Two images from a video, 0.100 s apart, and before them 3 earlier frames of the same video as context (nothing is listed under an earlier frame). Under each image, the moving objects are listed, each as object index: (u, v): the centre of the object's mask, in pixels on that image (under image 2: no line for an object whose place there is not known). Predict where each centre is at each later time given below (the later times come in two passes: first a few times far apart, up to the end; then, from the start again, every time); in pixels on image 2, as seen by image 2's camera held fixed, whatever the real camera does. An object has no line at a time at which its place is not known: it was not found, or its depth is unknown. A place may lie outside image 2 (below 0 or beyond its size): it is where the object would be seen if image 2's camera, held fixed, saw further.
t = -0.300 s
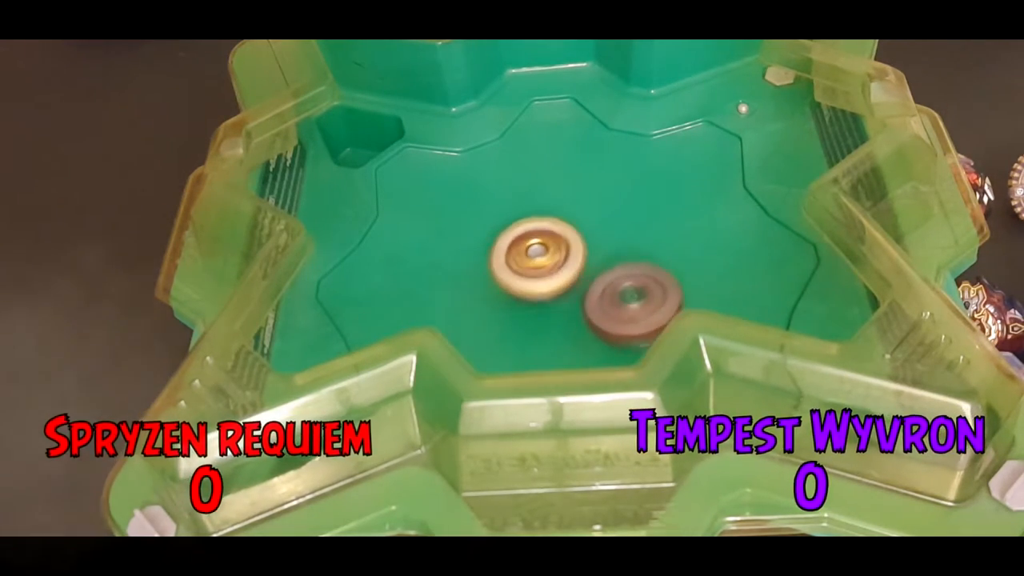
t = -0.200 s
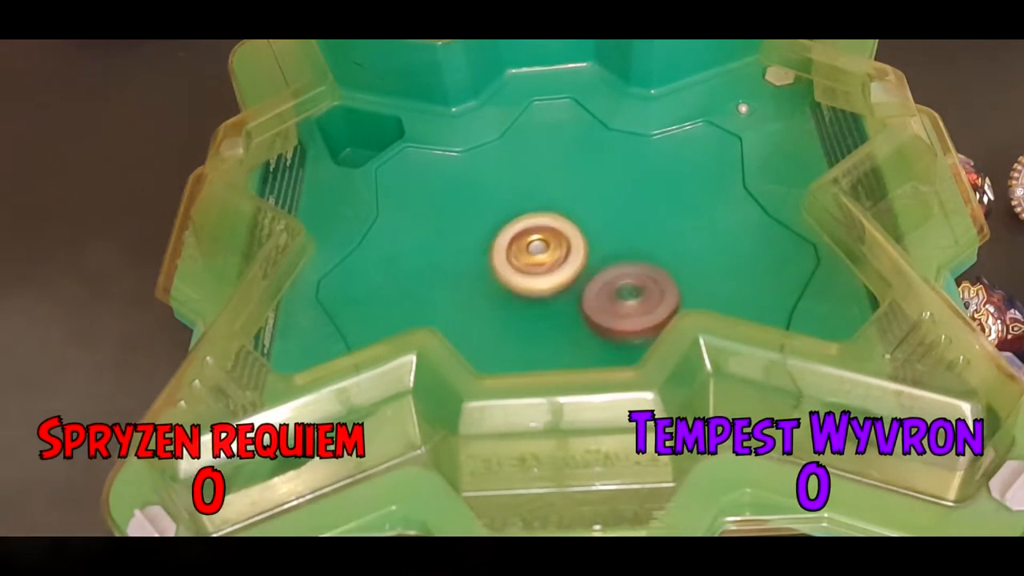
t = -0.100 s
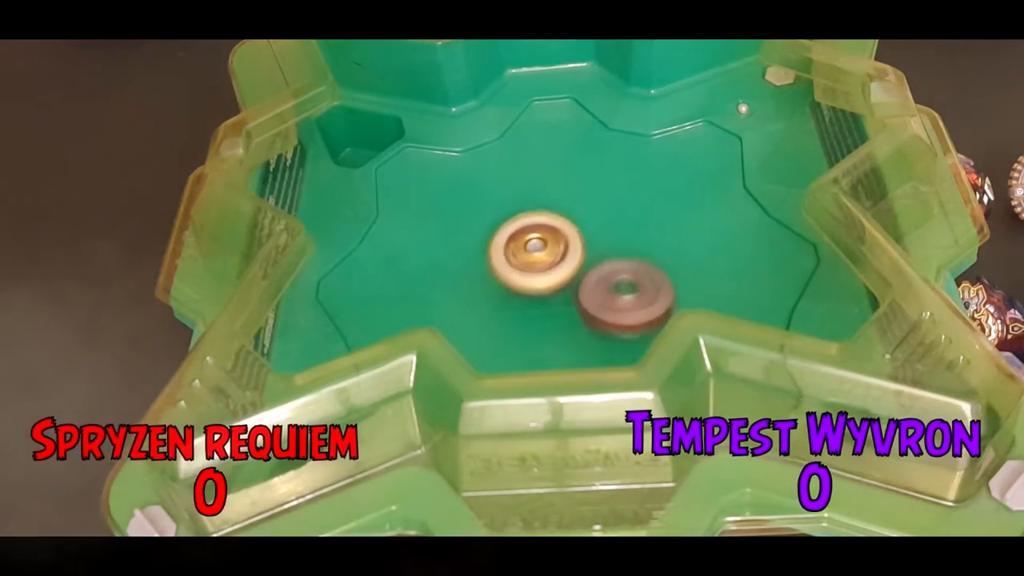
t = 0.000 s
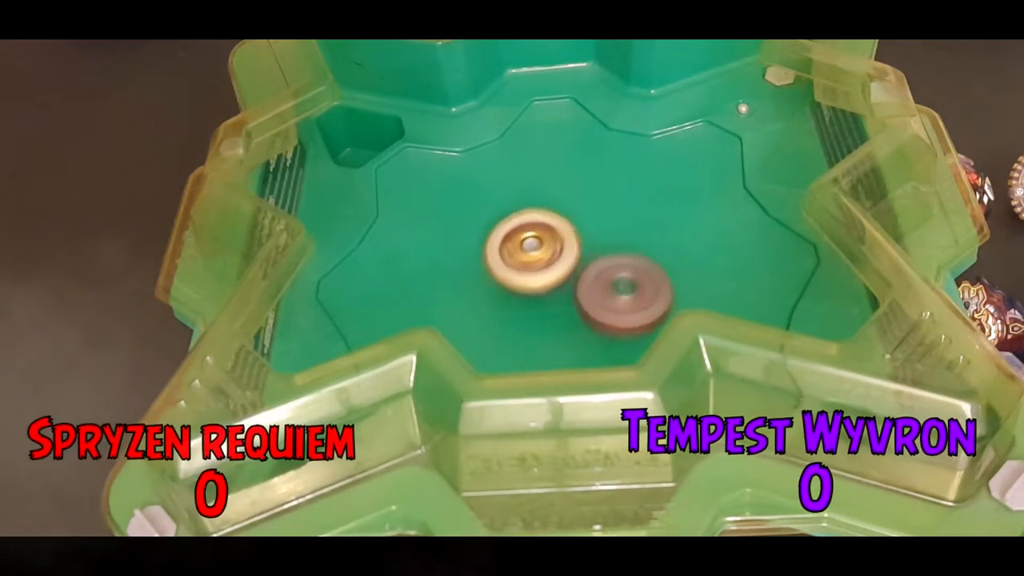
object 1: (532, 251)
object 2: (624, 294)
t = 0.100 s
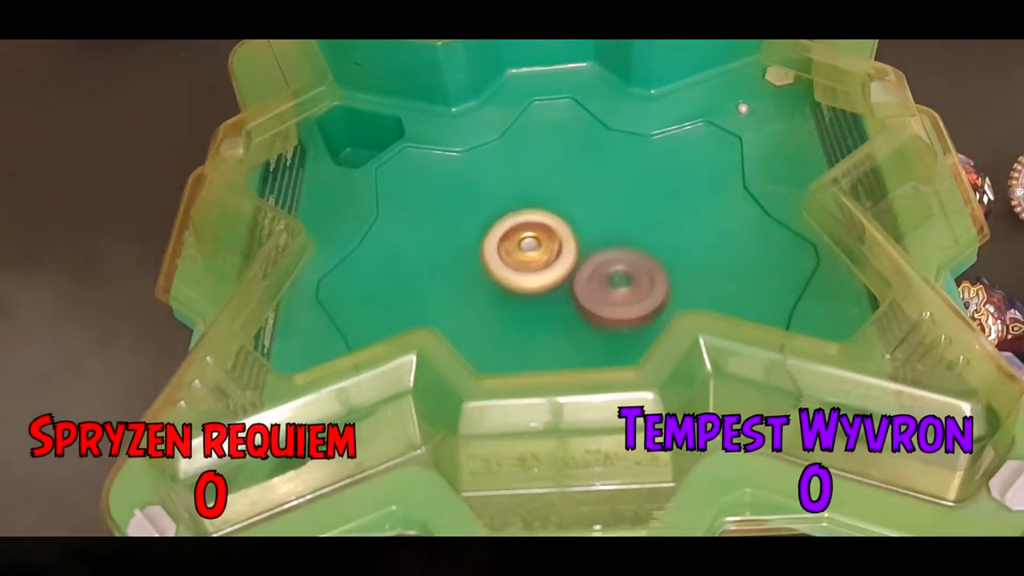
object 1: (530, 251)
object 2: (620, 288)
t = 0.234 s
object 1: (525, 254)
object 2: (623, 283)
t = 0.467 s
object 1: (517, 264)
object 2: (632, 277)
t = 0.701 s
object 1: (522, 275)
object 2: (635, 277)
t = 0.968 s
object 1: (527, 278)
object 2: (632, 273)
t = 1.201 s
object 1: (525, 279)
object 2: (629, 267)
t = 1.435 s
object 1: (526, 280)
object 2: (627, 260)
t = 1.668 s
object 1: (524, 280)
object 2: (623, 253)
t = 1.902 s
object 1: (515, 285)
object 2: (634, 248)
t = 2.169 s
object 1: (528, 283)
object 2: (622, 249)
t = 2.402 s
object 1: (520, 283)
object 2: (626, 241)
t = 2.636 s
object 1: (526, 281)
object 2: (618, 240)
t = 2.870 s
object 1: (523, 284)
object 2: (616, 240)
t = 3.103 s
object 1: (529, 286)
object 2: (612, 238)
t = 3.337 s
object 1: (533, 285)
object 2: (609, 236)
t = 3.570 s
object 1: (532, 292)
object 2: (606, 233)
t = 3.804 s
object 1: (543, 299)
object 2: (605, 233)
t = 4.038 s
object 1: (547, 296)
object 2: (602, 225)
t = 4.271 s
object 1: (549, 297)
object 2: (592, 224)
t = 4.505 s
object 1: (544, 304)
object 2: (598, 223)
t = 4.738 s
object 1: (540, 311)
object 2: (598, 230)
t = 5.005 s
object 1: (535, 306)
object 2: (569, 235)
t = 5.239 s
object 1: (541, 304)
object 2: (558, 228)
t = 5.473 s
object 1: (535, 300)
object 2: (567, 223)
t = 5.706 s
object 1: (544, 321)
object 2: (569, 211)
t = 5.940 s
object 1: (569, 300)
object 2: (551, 230)
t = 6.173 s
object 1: (578, 298)
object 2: (535, 235)
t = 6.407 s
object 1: (596, 299)
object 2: (530, 241)
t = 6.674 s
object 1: (591, 264)
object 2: (515, 266)
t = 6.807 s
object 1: (591, 251)
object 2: (517, 271)
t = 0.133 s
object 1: (528, 251)
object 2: (622, 287)
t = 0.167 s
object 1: (527, 253)
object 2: (622, 286)
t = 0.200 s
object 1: (528, 253)
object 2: (621, 285)
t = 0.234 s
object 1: (525, 254)
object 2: (623, 283)
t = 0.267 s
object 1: (524, 256)
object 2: (624, 282)
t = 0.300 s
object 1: (525, 258)
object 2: (624, 281)
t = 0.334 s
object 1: (522, 258)
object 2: (628, 280)
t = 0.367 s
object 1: (518, 260)
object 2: (631, 280)
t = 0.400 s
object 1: (517, 262)
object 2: (631, 280)
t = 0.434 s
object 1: (517, 263)
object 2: (630, 278)
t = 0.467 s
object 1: (517, 264)
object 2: (632, 277)
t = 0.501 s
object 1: (517, 266)
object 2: (632, 278)
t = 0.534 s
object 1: (520, 269)
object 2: (631, 278)
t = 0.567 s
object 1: (523, 270)
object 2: (629, 278)
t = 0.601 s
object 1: (525, 272)
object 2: (628, 277)
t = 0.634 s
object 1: (525, 273)
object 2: (630, 277)
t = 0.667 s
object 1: (526, 275)
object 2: (630, 277)
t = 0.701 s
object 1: (522, 275)
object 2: (635, 277)
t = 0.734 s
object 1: (521, 276)
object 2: (637, 277)
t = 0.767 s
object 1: (522, 276)
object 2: (637, 276)
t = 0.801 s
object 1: (521, 277)
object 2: (636, 274)
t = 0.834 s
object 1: (521, 277)
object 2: (637, 274)
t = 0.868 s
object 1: (521, 278)
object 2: (637, 274)
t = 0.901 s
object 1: (524, 279)
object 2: (635, 275)
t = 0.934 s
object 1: (525, 279)
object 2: (633, 274)
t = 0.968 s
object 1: (527, 278)
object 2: (632, 273)
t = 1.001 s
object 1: (526, 279)
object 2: (631, 272)
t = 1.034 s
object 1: (527, 280)
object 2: (631, 272)
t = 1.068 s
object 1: (526, 279)
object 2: (631, 271)
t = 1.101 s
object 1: (526, 279)
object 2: (630, 269)
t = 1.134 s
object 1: (524, 278)
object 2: (632, 268)
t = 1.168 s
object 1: (523, 279)
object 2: (630, 267)
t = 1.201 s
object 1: (525, 279)
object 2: (629, 267)
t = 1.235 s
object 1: (524, 279)
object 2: (629, 264)
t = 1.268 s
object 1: (524, 279)
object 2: (629, 263)
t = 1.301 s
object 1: (524, 278)
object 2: (628, 263)
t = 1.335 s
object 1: (525, 279)
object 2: (627, 262)
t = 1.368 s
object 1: (525, 279)
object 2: (628, 261)
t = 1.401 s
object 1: (525, 280)
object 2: (628, 260)
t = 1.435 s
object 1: (526, 280)
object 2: (627, 260)
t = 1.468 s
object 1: (526, 280)
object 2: (625, 258)
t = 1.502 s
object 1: (523, 280)
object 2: (628, 256)
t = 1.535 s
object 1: (522, 281)
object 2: (628, 257)
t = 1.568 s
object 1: (524, 281)
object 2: (626, 257)
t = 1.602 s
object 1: (525, 279)
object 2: (625, 255)
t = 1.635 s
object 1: (524, 280)
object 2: (623, 254)
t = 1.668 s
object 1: (524, 280)
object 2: (623, 253)
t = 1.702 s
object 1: (525, 280)
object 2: (621, 253)
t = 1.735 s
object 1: (520, 283)
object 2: (629, 251)
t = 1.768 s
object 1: (516, 284)
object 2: (635, 250)
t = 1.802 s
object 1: (516, 285)
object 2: (636, 250)
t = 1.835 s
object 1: (516, 284)
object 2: (635, 250)
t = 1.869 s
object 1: (514, 285)
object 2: (634, 248)
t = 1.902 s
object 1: (515, 285)
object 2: (634, 248)
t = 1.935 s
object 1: (516, 287)
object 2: (635, 248)
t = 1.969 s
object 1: (518, 288)
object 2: (634, 249)
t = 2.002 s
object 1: (519, 287)
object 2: (630, 250)
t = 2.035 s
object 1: (520, 286)
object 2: (628, 250)
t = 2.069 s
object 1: (523, 285)
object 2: (626, 250)
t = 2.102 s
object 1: (527, 284)
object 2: (624, 251)
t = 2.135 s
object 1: (529, 282)
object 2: (622, 250)
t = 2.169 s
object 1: (528, 283)
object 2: (622, 249)
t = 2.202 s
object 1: (529, 283)
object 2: (623, 249)
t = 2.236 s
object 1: (525, 283)
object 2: (626, 248)
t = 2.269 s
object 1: (525, 283)
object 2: (626, 245)
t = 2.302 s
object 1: (524, 282)
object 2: (626, 243)
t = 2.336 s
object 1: (522, 282)
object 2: (626, 242)
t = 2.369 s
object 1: (521, 282)
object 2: (627, 241)
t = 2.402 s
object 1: (520, 283)
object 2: (626, 241)
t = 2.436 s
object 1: (522, 283)
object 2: (626, 240)
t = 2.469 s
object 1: (524, 282)
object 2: (625, 240)
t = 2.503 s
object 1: (523, 282)
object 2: (623, 240)
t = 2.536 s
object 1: (524, 283)
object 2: (623, 240)
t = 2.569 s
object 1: (525, 282)
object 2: (621, 241)
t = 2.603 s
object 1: (528, 281)
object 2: (617, 242)
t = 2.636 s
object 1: (526, 281)
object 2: (618, 240)
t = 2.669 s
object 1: (527, 281)
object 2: (620, 239)
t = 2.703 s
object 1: (528, 281)
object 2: (618, 240)
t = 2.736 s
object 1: (526, 282)
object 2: (617, 238)
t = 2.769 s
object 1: (523, 283)
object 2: (620, 239)
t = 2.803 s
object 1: (523, 284)
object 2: (622, 239)
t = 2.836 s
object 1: (525, 285)
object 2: (620, 240)
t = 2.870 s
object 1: (523, 284)
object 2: (616, 240)
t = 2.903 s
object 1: (521, 284)
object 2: (615, 238)
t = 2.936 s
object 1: (523, 285)
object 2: (615, 236)
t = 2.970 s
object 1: (525, 284)
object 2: (614, 236)
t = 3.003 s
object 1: (527, 286)
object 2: (614, 237)
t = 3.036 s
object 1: (528, 284)
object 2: (612, 239)
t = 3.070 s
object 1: (526, 285)
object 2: (611, 238)
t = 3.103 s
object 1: (529, 286)
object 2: (612, 238)
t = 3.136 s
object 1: (532, 285)
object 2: (612, 239)
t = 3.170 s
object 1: (531, 287)
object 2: (612, 238)
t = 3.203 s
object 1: (532, 286)
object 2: (612, 238)
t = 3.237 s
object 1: (531, 286)
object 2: (612, 237)
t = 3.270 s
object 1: (532, 287)
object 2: (611, 237)
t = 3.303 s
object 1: (533, 287)
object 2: (611, 236)
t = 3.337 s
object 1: (533, 285)
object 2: (609, 236)
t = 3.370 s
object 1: (534, 285)
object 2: (608, 234)
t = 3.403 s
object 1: (534, 285)
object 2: (607, 233)
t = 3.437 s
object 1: (534, 287)
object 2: (608, 232)
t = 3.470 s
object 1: (536, 288)
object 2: (609, 232)
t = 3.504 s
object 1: (536, 290)
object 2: (611, 234)
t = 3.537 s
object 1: (536, 290)
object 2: (611, 234)
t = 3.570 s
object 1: (532, 292)
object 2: (606, 233)
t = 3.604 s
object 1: (533, 294)
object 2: (605, 233)
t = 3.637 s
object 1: (535, 296)
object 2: (603, 233)
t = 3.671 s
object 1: (536, 296)
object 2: (600, 234)
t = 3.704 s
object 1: (535, 296)
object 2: (599, 233)
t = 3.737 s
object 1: (535, 300)
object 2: (600, 230)
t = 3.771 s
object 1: (538, 301)
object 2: (604, 230)
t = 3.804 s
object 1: (543, 299)
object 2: (605, 233)
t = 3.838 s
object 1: (544, 298)
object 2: (603, 234)
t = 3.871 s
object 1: (542, 297)
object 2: (598, 233)
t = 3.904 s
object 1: (541, 297)
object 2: (595, 231)
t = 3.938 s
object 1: (545, 298)
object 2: (593, 228)
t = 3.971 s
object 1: (547, 297)
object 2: (595, 228)
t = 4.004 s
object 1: (545, 296)
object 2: (598, 225)
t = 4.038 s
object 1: (547, 296)
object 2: (602, 225)
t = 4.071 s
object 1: (547, 296)
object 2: (602, 227)
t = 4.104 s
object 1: (546, 293)
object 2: (600, 228)
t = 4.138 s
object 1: (546, 293)
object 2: (595, 228)
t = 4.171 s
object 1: (544, 295)
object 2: (590, 227)
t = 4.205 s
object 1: (542, 296)
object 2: (588, 224)
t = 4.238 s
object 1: (547, 297)
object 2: (589, 224)
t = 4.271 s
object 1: (549, 297)
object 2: (592, 224)
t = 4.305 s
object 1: (548, 293)
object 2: (593, 225)
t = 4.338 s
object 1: (543, 294)
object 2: (593, 226)
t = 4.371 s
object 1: (539, 301)
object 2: (597, 222)
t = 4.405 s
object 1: (539, 304)
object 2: (601, 222)
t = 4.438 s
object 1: (543, 307)
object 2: (600, 220)
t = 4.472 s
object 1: (545, 305)
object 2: (600, 221)
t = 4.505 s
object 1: (544, 304)
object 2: (598, 223)
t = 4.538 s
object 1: (543, 305)
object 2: (596, 224)
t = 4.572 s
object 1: (540, 304)
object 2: (596, 226)
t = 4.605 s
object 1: (540, 302)
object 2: (595, 228)
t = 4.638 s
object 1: (542, 303)
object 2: (593, 231)
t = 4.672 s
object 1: (542, 301)
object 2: (591, 234)
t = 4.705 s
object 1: (541, 306)
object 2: (594, 232)
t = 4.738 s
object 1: (540, 311)
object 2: (598, 230)
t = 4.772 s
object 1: (542, 311)
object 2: (599, 230)
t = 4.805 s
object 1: (543, 309)
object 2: (594, 230)
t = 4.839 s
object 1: (539, 306)
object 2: (590, 231)
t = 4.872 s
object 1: (537, 306)
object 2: (583, 232)
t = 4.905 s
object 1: (535, 307)
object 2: (576, 232)
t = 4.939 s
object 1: (532, 307)
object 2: (573, 233)
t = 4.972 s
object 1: (534, 307)
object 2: (573, 234)
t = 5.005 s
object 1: (535, 306)
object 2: (569, 235)
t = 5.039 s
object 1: (536, 305)
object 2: (566, 235)
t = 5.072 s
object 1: (537, 310)
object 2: (565, 234)
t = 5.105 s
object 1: (542, 310)
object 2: (566, 232)
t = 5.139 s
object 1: (547, 308)
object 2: (566, 232)
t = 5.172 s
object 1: (545, 304)
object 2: (564, 231)
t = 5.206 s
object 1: (543, 304)
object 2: (561, 230)
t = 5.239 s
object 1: (541, 304)
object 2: (558, 228)
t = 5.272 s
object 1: (541, 303)
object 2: (559, 224)
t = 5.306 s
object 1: (539, 304)
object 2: (560, 222)
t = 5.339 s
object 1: (540, 302)
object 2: (562, 221)
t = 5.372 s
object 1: (540, 302)
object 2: (562, 220)
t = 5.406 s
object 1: (537, 299)
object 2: (565, 220)
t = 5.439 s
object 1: (536, 300)
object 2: (566, 220)
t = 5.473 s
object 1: (535, 300)
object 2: (567, 223)
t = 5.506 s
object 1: (536, 300)
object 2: (568, 225)
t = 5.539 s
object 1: (534, 300)
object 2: (565, 227)
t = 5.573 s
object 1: (536, 299)
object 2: (563, 228)
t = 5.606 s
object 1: (538, 305)
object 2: (560, 225)
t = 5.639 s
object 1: (541, 311)
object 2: (564, 217)
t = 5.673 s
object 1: (540, 317)
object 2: (568, 212)
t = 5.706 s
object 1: (544, 321)
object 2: (569, 211)
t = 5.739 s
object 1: (548, 322)
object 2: (567, 212)
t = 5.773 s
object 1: (554, 324)
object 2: (564, 214)
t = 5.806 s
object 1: (557, 322)
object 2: (559, 218)
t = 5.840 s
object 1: (560, 317)
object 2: (554, 220)
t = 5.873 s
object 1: (565, 310)
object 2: (553, 222)
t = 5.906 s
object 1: (567, 305)
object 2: (553, 226)
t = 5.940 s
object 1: (569, 300)
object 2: (551, 230)
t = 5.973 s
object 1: (569, 299)
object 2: (548, 231)
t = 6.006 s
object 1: (572, 301)
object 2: (544, 231)
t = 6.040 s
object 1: (575, 300)
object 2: (541, 231)
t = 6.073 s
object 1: (577, 301)
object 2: (538, 232)
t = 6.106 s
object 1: (578, 300)
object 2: (536, 231)
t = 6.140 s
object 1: (577, 297)
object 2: (536, 231)
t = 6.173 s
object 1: (578, 298)
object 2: (535, 235)
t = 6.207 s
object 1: (582, 299)
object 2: (534, 239)
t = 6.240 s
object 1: (585, 305)
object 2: (531, 239)
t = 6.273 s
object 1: (591, 308)
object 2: (528, 239)
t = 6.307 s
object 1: (596, 308)
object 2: (525, 239)
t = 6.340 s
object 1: (597, 305)
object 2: (526, 239)
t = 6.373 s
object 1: (597, 303)
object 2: (527, 240)
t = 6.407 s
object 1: (596, 299)
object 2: (530, 241)
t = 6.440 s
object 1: (594, 295)
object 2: (530, 243)
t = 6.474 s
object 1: (594, 291)
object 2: (527, 246)
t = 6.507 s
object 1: (595, 288)
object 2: (524, 251)
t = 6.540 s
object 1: (594, 284)
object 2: (521, 255)
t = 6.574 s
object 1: (594, 277)
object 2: (518, 259)
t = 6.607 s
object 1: (594, 273)
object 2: (515, 262)
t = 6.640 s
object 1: (593, 269)
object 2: (515, 264)
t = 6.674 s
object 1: (591, 264)
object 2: (515, 266)
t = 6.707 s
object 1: (590, 260)
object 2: (516, 269)
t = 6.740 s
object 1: (590, 256)
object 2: (516, 271)
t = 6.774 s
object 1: (590, 253)
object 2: (517, 271)
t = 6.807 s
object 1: (591, 251)
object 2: (517, 271)
